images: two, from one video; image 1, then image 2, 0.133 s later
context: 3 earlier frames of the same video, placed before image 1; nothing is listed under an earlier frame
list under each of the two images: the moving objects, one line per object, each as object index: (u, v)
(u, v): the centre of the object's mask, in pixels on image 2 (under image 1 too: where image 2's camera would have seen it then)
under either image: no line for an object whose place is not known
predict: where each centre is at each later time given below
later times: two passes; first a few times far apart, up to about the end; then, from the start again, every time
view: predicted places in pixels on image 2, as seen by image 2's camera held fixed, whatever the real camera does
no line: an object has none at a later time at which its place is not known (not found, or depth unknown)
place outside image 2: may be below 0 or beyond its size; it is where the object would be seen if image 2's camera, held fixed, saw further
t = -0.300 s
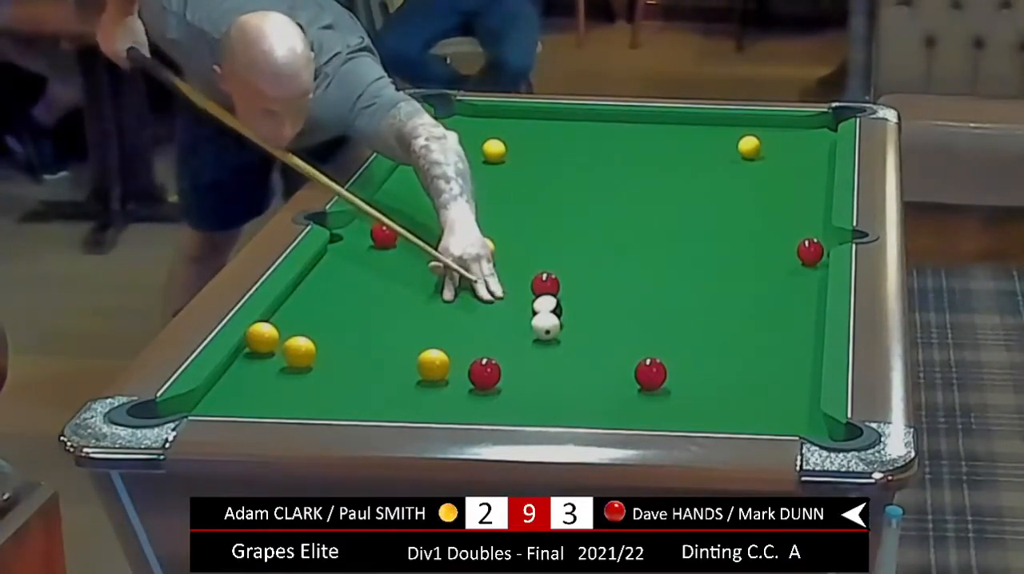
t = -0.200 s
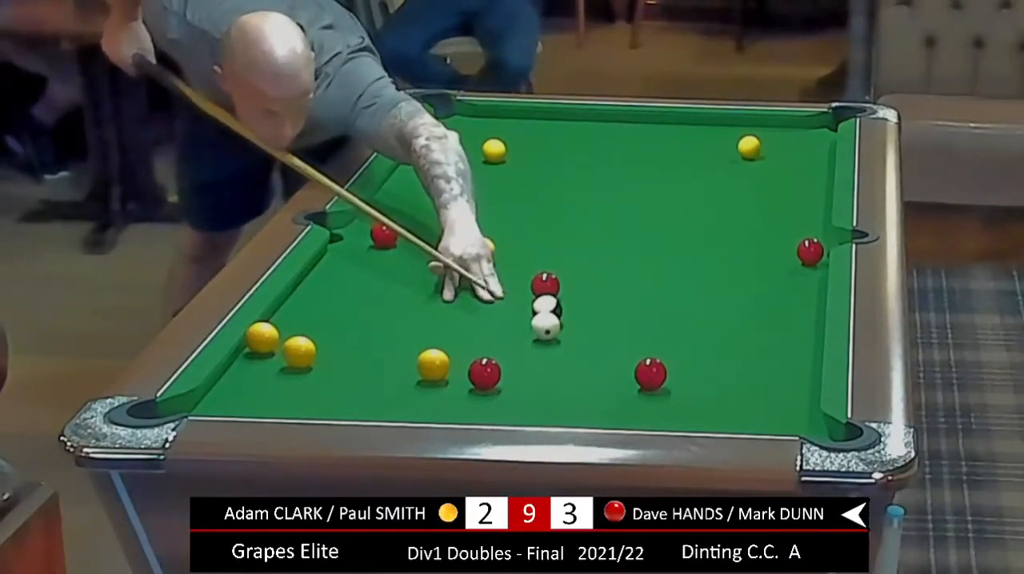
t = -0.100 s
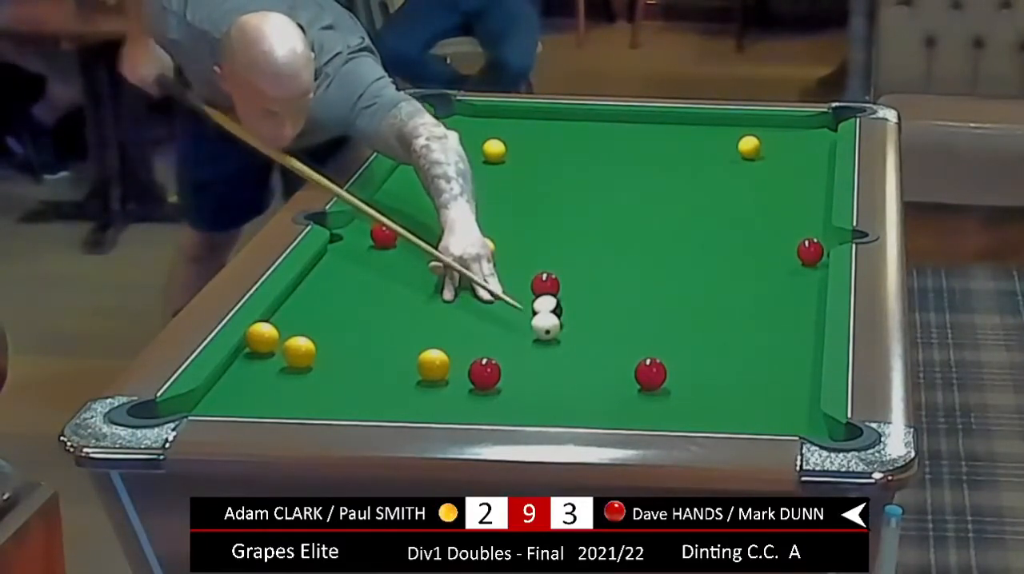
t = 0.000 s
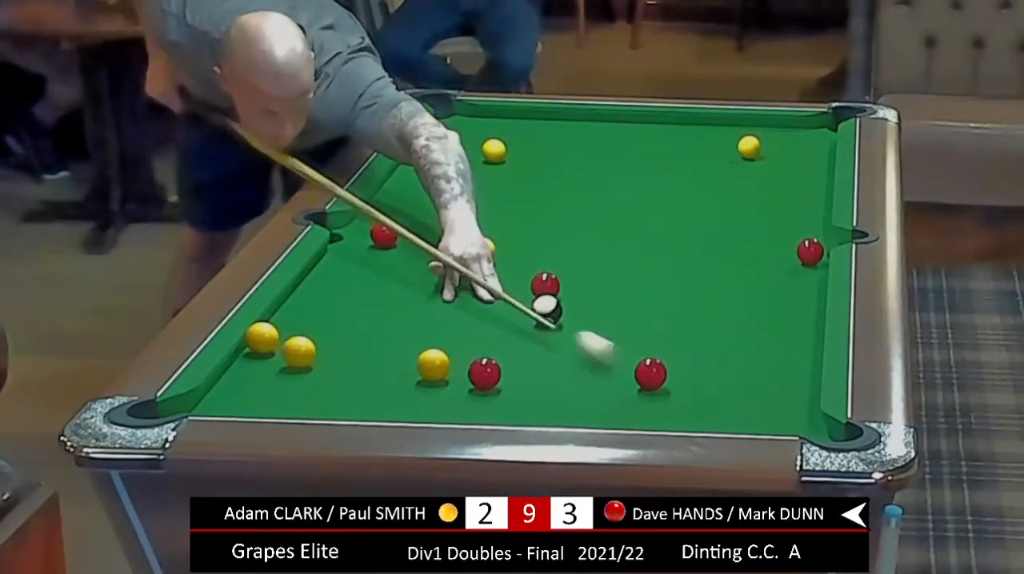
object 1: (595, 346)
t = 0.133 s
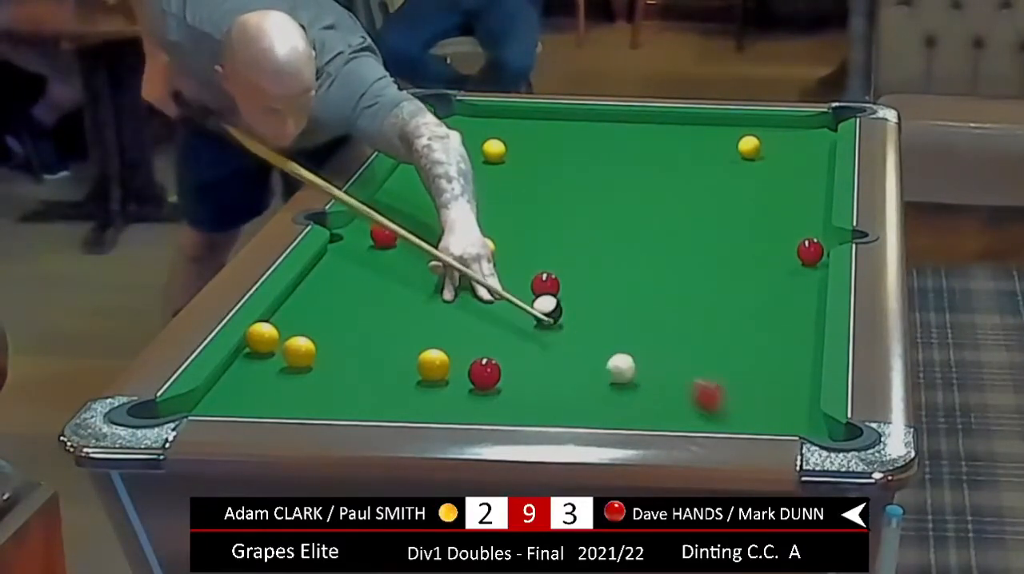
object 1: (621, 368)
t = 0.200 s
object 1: (621, 372)
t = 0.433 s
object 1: (630, 391)
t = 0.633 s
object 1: (638, 406)
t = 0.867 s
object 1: (646, 416)
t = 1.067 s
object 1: (648, 410)
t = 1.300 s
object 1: (649, 406)
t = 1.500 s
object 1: (651, 402)
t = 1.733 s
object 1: (653, 397)
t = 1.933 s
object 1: (654, 393)
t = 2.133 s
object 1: (655, 391)
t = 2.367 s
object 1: (655, 390)
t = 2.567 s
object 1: (655, 390)
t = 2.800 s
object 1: (655, 390)
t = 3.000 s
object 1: (655, 390)
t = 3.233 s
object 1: (654, 390)
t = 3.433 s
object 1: (654, 390)
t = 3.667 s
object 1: (654, 391)
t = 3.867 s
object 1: (654, 390)
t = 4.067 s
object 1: (655, 390)
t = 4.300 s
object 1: (655, 390)
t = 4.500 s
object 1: (655, 390)
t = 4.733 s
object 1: (654, 390)
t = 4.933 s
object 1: (655, 390)
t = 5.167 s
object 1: (654, 391)
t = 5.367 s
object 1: (654, 390)
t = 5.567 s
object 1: (654, 390)
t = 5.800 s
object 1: (654, 390)
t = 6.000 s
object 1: (654, 390)
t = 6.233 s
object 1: (654, 390)
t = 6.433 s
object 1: (654, 390)
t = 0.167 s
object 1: (621, 370)
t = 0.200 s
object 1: (621, 372)
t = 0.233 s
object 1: (622, 375)
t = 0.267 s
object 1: (623, 377)
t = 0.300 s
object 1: (625, 380)
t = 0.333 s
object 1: (626, 383)
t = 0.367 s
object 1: (627, 386)
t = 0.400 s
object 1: (629, 388)
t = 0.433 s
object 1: (630, 391)
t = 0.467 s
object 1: (631, 393)
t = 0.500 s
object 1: (633, 396)
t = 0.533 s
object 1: (634, 399)
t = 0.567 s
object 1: (635, 401)
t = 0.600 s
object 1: (637, 404)
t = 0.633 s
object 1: (638, 406)
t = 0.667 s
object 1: (639, 407)
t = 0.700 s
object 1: (640, 409)
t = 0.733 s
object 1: (642, 411)
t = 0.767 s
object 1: (643, 412)
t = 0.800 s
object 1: (644, 413)
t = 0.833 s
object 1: (645, 415)
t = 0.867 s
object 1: (646, 416)
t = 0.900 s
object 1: (646, 415)
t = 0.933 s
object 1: (647, 414)
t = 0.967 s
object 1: (647, 413)
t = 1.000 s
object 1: (647, 413)
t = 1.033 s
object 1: (647, 411)
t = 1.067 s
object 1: (648, 410)
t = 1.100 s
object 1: (648, 410)
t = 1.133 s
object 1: (649, 409)
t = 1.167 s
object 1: (649, 408)
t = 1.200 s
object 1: (649, 407)
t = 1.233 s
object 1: (649, 407)
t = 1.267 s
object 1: (649, 407)
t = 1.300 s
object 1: (649, 406)
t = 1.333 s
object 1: (650, 404)
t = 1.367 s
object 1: (650, 404)
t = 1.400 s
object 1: (650, 404)
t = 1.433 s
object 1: (650, 403)
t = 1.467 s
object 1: (650, 402)
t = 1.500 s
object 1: (651, 402)
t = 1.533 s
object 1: (651, 401)
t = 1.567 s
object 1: (651, 400)
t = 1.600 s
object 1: (652, 399)
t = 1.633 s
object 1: (652, 398)
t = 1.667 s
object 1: (652, 398)
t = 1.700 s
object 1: (652, 397)
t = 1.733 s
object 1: (653, 397)
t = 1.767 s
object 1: (653, 396)
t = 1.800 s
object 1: (653, 396)
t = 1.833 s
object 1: (653, 395)
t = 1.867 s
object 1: (654, 395)
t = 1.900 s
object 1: (654, 394)
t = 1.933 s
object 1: (654, 393)
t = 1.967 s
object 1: (654, 393)
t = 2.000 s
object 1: (654, 393)
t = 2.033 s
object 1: (655, 392)
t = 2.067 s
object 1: (655, 392)
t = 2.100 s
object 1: (655, 391)
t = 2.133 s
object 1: (655, 391)
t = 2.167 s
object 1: (655, 391)
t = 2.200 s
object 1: (655, 391)
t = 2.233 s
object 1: (655, 390)
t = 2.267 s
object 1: (655, 390)
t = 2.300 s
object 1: (655, 390)
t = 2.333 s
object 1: (655, 390)
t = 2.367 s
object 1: (655, 390)
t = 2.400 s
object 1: (655, 390)
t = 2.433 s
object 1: (655, 390)
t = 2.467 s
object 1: (655, 390)
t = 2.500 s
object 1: (655, 390)
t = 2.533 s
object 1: (655, 390)
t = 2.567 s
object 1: (655, 390)
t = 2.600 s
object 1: (655, 390)
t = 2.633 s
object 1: (655, 390)
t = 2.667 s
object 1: (655, 390)
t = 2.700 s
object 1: (655, 390)
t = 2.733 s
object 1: (655, 390)
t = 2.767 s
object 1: (655, 390)
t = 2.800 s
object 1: (655, 390)
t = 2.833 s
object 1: (654, 391)
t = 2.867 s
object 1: (655, 390)
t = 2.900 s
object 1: (655, 390)
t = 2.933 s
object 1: (655, 390)
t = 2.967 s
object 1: (655, 390)
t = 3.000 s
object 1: (655, 390)
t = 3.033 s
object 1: (655, 390)
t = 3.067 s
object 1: (655, 390)
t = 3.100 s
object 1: (655, 390)
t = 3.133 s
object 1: (655, 390)
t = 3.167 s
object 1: (655, 390)
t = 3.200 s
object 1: (654, 391)
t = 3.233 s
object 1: (654, 390)
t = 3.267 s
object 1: (655, 390)
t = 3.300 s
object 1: (654, 391)
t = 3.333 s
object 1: (654, 390)
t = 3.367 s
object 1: (654, 391)
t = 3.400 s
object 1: (654, 390)
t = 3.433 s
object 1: (654, 390)
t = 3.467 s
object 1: (654, 390)
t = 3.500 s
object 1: (654, 391)
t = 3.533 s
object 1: (654, 390)
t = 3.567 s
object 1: (654, 391)
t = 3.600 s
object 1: (654, 390)
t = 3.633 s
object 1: (655, 390)
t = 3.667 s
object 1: (654, 391)
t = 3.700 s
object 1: (654, 390)
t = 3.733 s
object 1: (654, 390)
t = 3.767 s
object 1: (654, 391)
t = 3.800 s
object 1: (654, 390)
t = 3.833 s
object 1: (654, 390)
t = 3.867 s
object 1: (654, 390)
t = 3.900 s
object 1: (654, 390)
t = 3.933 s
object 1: (655, 390)
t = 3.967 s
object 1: (655, 390)
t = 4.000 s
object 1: (655, 390)
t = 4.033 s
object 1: (655, 390)
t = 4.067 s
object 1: (655, 390)
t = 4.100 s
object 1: (655, 390)
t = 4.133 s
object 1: (655, 390)
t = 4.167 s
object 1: (655, 390)
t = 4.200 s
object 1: (655, 390)
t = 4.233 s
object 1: (655, 390)
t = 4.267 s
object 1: (654, 391)
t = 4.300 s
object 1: (655, 390)
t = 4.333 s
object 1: (655, 390)
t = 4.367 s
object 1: (655, 390)
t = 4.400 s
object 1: (655, 390)
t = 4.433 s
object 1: (655, 390)
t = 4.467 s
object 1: (655, 390)
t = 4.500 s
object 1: (655, 390)
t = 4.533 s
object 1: (655, 390)
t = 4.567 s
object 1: (655, 390)
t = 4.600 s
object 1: (655, 390)
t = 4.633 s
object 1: (655, 390)
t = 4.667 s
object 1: (655, 390)
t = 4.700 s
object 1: (654, 390)
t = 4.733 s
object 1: (654, 390)
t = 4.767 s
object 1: (654, 390)
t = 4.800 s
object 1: (655, 390)
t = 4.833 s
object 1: (655, 390)
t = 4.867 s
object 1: (655, 390)
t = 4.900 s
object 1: (654, 390)
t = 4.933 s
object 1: (655, 390)
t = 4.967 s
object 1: (655, 390)
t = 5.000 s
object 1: (655, 390)
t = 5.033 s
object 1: (655, 390)
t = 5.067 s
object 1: (654, 390)
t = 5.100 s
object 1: (655, 390)
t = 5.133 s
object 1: (655, 390)
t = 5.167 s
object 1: (654, 391)
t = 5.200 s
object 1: (654, 391)
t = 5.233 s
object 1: (655, 390)
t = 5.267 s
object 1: (655, 390)
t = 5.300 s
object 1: (654, 390)
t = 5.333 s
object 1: (654, 390)
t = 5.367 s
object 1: (654, 390)
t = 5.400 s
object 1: (654, 391)
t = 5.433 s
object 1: (654, 390)
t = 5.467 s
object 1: (654, 391)
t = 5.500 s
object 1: (654, 390)
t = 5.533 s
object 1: (654, 390)
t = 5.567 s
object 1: (654, 390)
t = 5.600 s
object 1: (654, 391)
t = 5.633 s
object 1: (654, 391)
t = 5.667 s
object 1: (654, 390)
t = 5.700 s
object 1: (655, 390)
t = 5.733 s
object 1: (655, 390)
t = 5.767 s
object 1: (654, 391)
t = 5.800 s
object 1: (654, 390)
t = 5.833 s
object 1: (654, 390)
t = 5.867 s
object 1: (654, 391)
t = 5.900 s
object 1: (654, 391)
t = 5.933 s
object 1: (654, 390)
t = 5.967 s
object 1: (654, 390)
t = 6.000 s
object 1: (654, 390)
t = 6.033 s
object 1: (654, 390)
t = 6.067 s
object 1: (654, 390)
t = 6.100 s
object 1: (654, 390)
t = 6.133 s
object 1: (654, 390)
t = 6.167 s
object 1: (654, 390)
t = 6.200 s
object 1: (654, 390)
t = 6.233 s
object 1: (654, 390)
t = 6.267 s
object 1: (654, 390)
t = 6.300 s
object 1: (654, 390)
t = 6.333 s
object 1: (654, 390)
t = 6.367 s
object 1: (654, 390)
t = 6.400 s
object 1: (654, 390)
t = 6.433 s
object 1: (654, 390)
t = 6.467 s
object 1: (654, 390)
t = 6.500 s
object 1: (654, 390)
